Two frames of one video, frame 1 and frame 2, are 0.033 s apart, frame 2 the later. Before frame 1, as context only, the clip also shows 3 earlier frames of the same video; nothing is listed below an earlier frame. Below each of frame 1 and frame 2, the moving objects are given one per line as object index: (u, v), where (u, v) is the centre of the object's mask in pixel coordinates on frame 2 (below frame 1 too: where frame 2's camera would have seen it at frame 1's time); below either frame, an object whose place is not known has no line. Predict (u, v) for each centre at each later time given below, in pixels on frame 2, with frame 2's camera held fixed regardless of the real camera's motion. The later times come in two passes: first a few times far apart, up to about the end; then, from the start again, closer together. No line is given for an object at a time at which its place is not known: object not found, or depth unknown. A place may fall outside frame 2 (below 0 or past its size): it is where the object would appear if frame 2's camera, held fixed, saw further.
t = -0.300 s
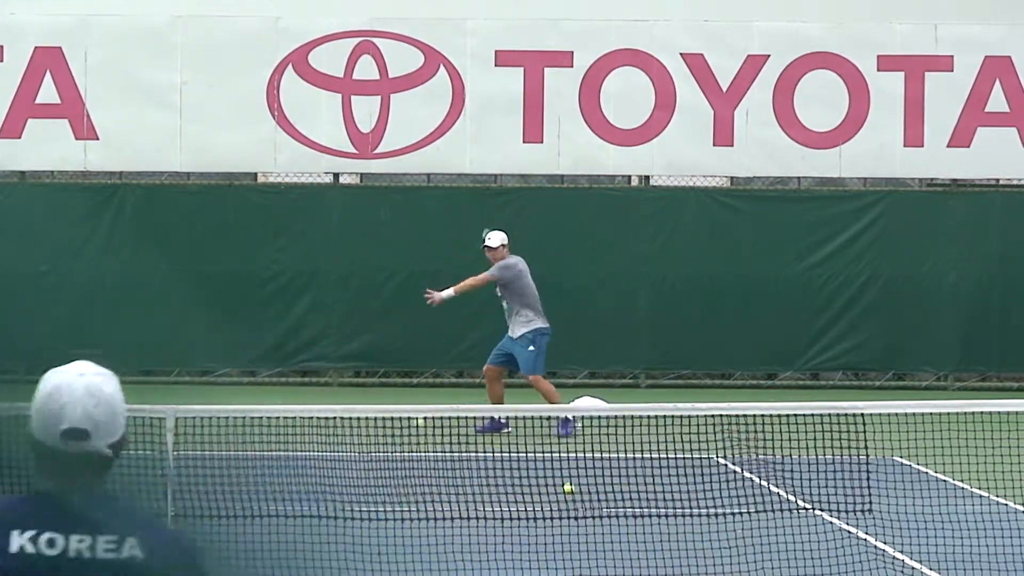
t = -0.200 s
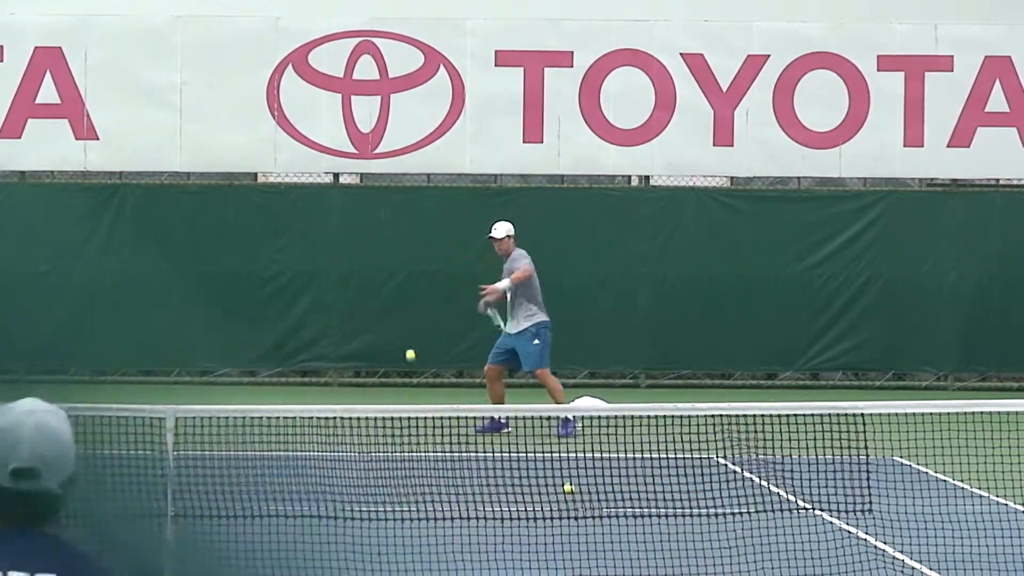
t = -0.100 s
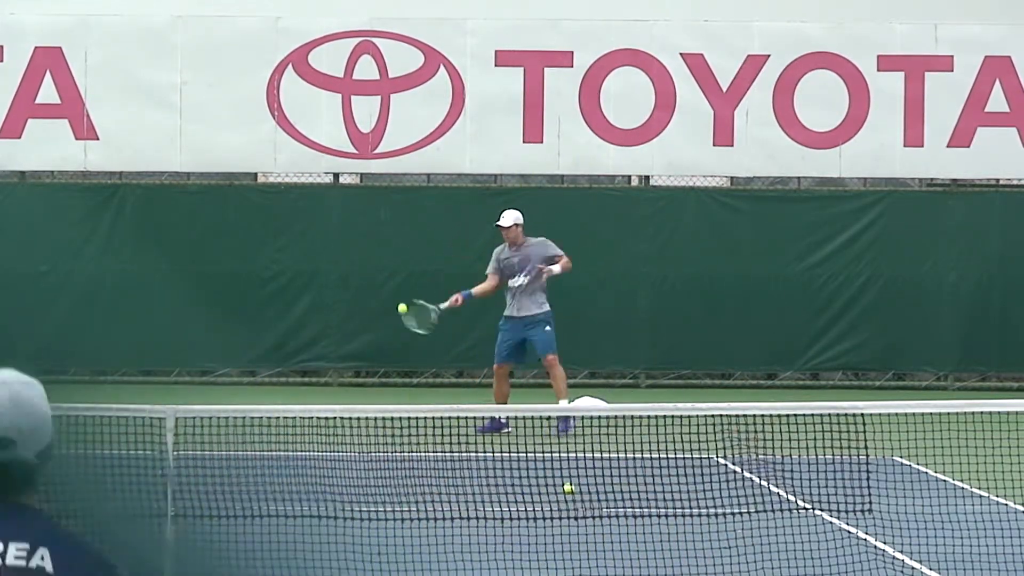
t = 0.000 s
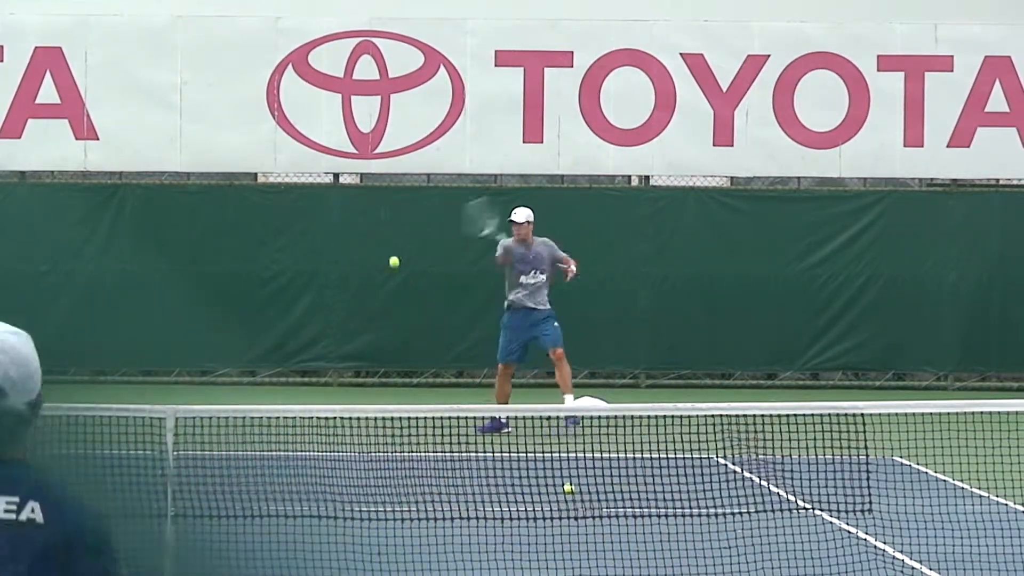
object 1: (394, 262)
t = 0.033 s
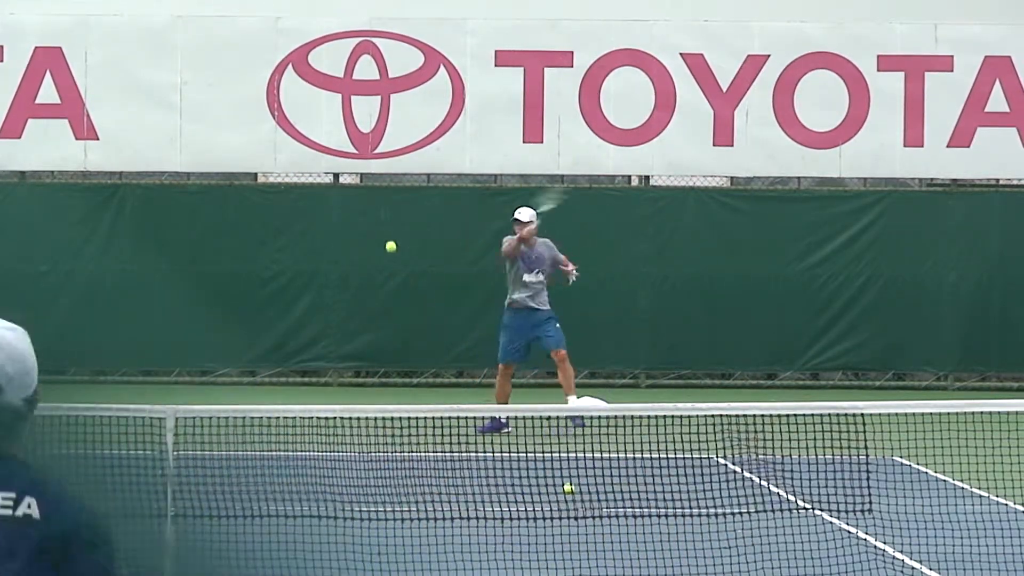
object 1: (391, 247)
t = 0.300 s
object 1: (351, 179)
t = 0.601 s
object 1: (264, 288)
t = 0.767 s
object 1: (178, 514)
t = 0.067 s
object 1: (387, 233)
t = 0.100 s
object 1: (383, 220)
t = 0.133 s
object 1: (379, 209)
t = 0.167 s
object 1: (374, 200)
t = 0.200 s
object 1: (369, 192)
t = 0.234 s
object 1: (363, 185)
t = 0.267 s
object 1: (357, 181)
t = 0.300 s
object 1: (351, 179)
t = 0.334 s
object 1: (344, 179)
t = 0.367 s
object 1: (337, 182)
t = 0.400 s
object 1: (329, 186)
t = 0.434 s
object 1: (321, 194)
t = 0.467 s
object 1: (311, 205)
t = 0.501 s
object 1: (301, 220)
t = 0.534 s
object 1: (290, 239)
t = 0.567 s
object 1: (278, 261)
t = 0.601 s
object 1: (264, 288)
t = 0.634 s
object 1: (250, 321)
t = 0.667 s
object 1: (235, 359)
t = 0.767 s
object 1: (178, 514)
